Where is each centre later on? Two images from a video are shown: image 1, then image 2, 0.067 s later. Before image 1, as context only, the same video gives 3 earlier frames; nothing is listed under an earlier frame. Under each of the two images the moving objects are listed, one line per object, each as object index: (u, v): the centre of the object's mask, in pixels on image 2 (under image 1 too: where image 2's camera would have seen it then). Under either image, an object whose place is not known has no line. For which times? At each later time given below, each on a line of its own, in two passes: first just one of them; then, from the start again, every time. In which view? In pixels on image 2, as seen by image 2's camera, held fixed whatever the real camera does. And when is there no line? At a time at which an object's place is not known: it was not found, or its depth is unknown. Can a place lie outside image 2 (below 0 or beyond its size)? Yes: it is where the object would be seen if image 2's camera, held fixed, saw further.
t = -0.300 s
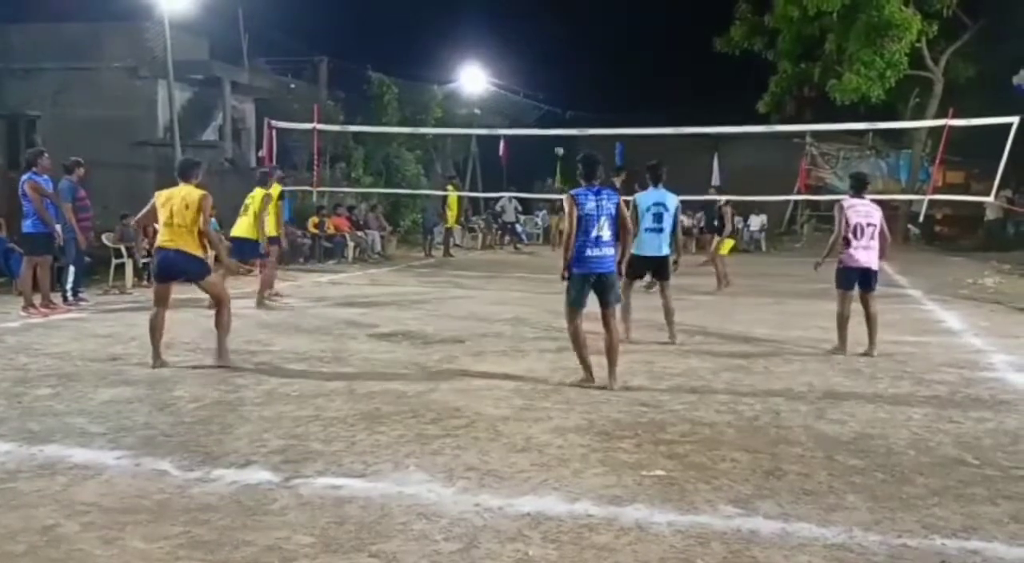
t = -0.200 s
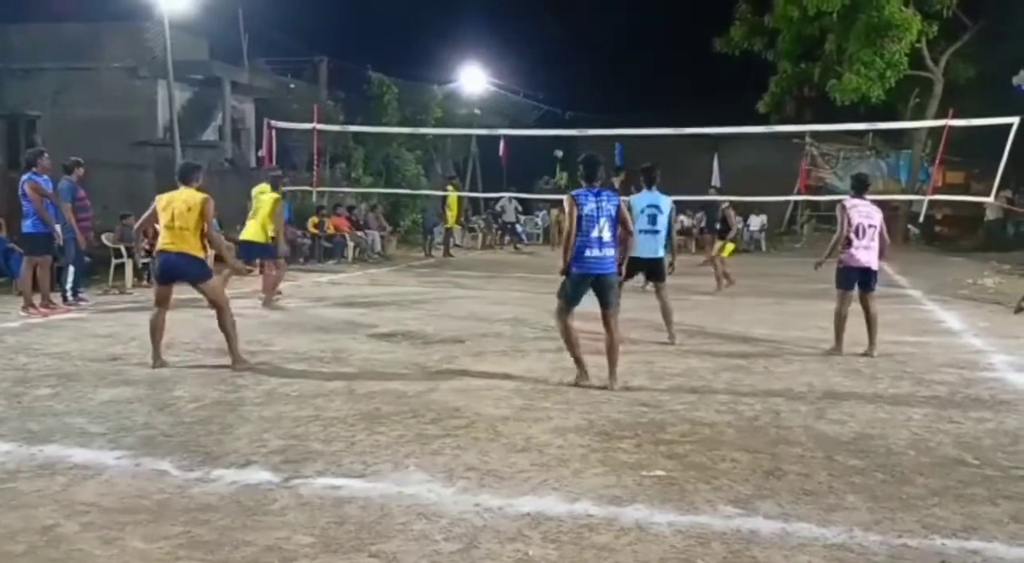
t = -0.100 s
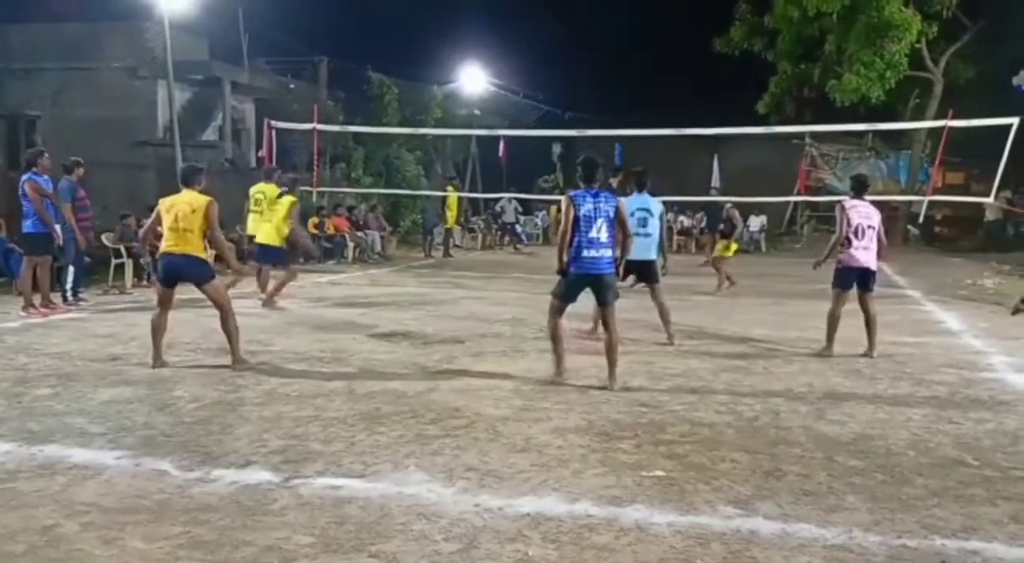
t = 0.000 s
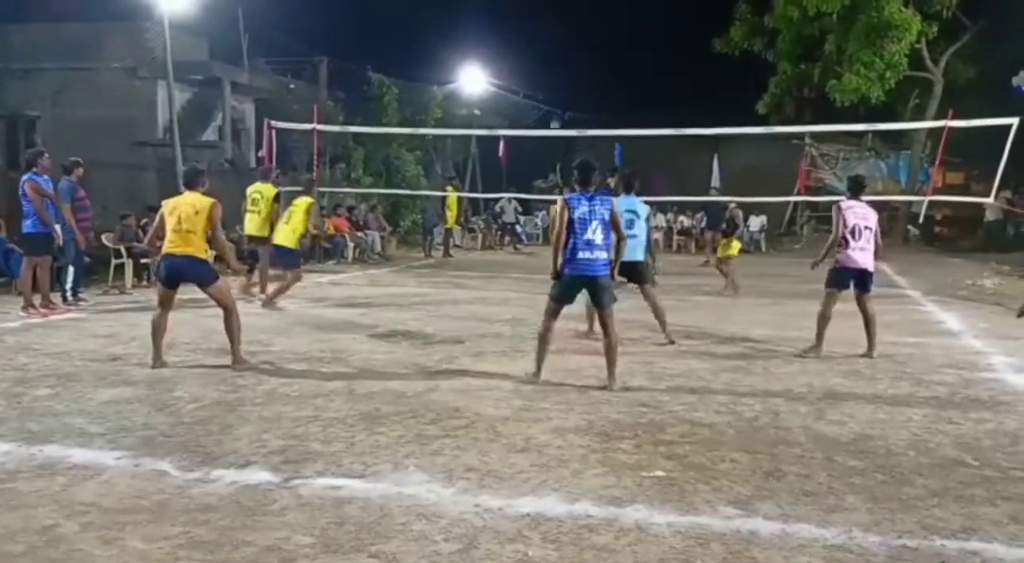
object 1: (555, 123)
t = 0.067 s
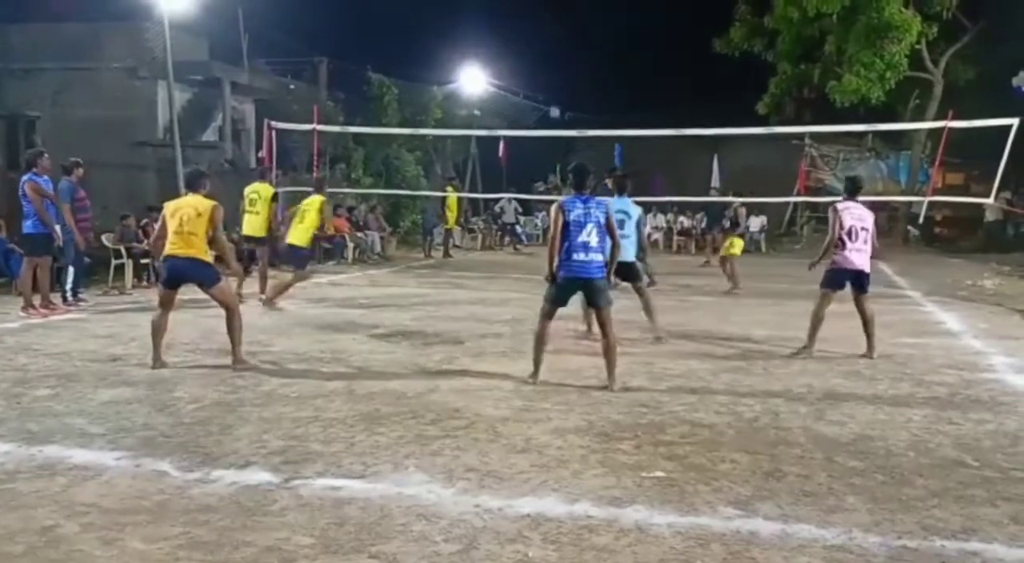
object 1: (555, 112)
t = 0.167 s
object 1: (553, 92)
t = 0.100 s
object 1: (554, 106)
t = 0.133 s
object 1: (554, 99)
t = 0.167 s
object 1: (553, 92)
